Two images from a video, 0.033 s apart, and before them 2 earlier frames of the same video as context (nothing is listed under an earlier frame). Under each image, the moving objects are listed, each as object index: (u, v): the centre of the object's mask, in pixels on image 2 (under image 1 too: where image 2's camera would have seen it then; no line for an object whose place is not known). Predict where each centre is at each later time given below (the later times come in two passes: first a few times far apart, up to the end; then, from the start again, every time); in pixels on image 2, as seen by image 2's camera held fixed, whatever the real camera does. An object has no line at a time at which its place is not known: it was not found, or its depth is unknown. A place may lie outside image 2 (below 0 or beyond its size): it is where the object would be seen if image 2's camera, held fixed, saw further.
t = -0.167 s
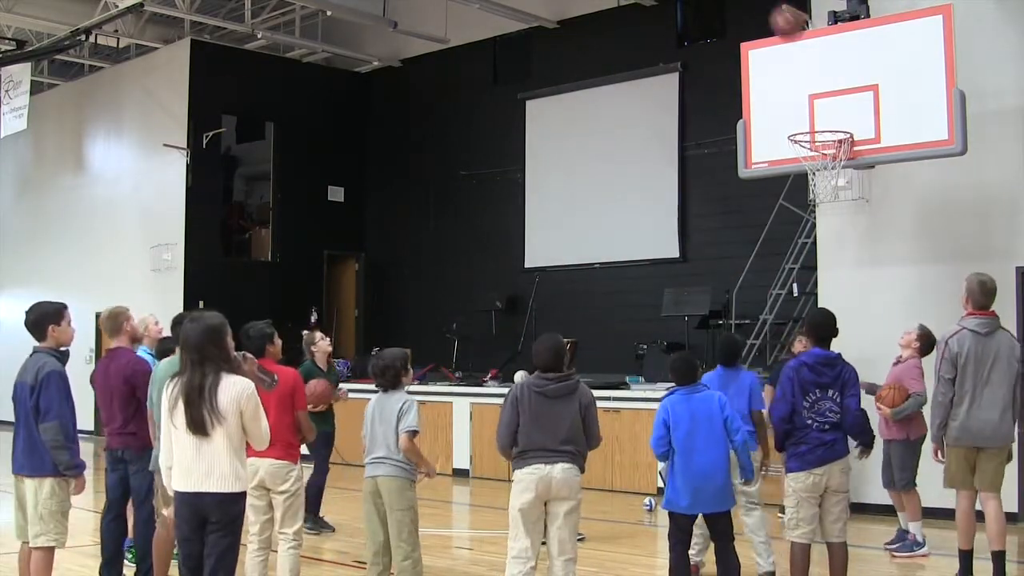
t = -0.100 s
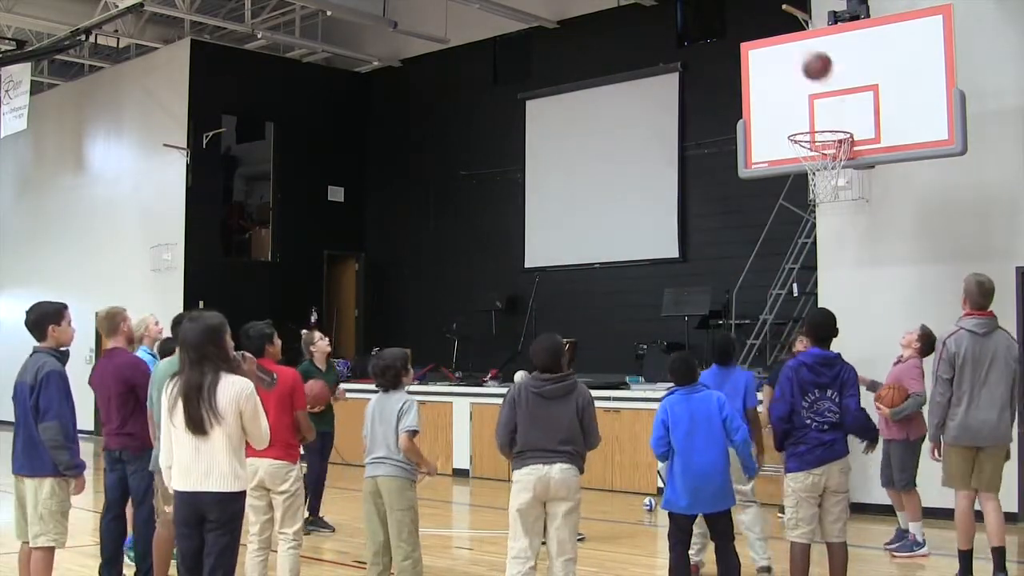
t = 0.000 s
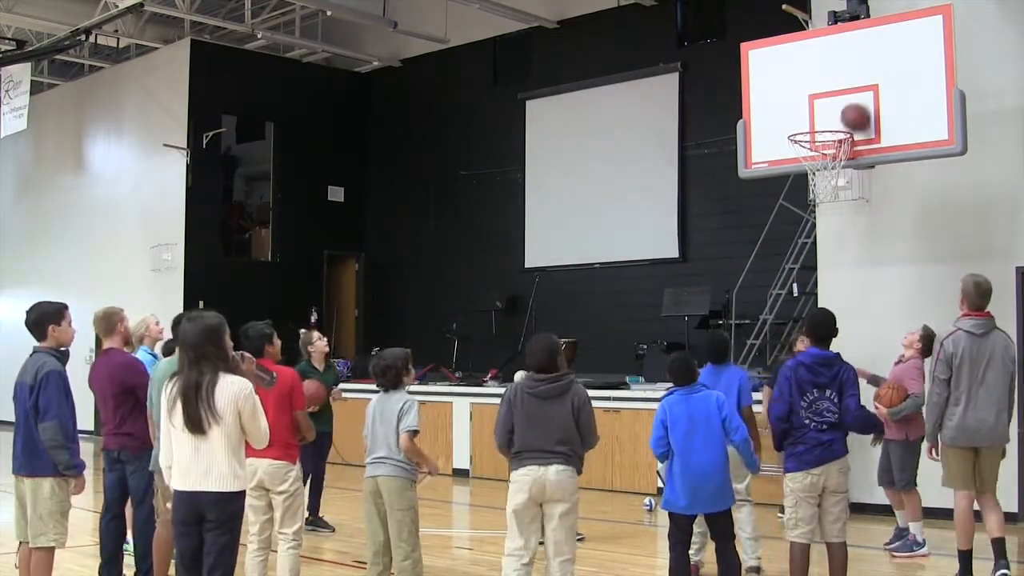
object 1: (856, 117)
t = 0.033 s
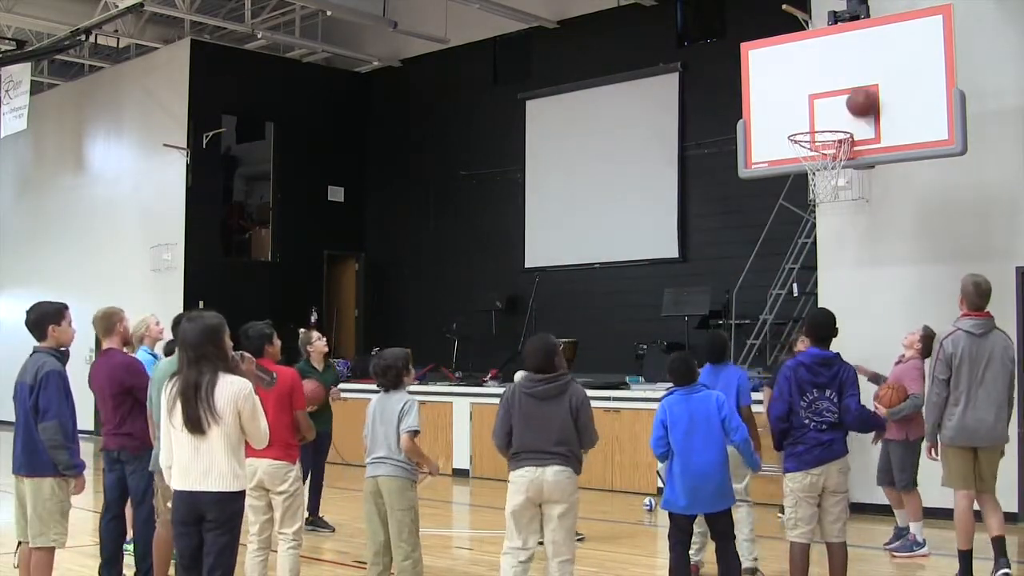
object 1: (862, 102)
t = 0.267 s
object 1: (861, 42)
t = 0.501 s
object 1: (863, 51)
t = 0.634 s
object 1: (865, 92)
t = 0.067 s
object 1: (862, 90)
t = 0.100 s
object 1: (861, 78)
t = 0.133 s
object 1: (861, 69)
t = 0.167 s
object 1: (861, 60)
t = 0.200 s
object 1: (861, 53)
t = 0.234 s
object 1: (861, 47)
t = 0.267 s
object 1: (861, 42)
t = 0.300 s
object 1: (861, 39)
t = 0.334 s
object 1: (861, 38)
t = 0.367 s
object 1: (861, 37)
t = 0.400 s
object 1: (862, 39)
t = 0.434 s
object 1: (862, 40)
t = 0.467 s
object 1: (862, 45)
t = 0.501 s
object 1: (863, 51)
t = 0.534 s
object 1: (863, 59)
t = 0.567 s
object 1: (864, 68)
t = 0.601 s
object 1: (864, 79)
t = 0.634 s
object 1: (865, 92)
